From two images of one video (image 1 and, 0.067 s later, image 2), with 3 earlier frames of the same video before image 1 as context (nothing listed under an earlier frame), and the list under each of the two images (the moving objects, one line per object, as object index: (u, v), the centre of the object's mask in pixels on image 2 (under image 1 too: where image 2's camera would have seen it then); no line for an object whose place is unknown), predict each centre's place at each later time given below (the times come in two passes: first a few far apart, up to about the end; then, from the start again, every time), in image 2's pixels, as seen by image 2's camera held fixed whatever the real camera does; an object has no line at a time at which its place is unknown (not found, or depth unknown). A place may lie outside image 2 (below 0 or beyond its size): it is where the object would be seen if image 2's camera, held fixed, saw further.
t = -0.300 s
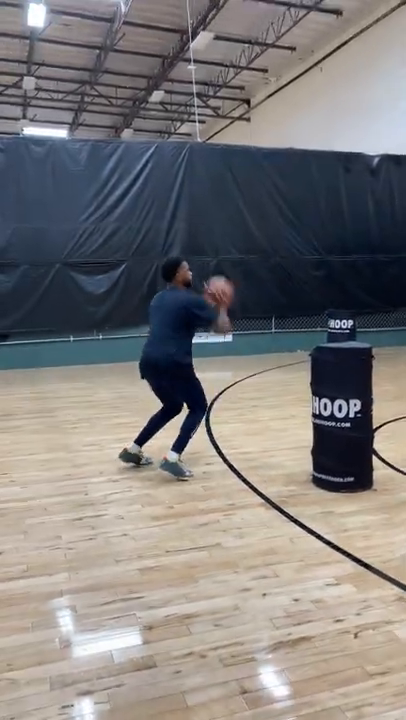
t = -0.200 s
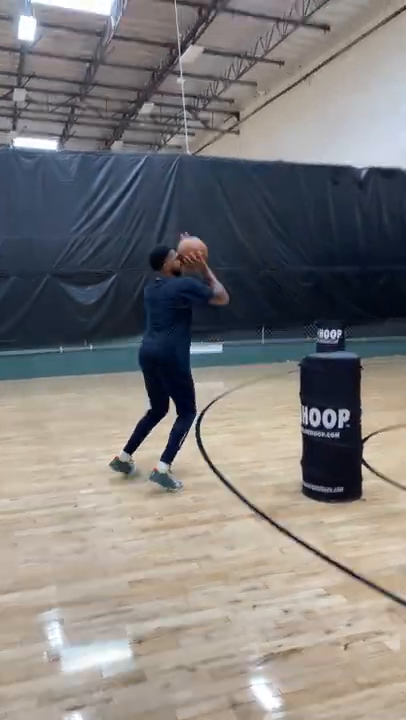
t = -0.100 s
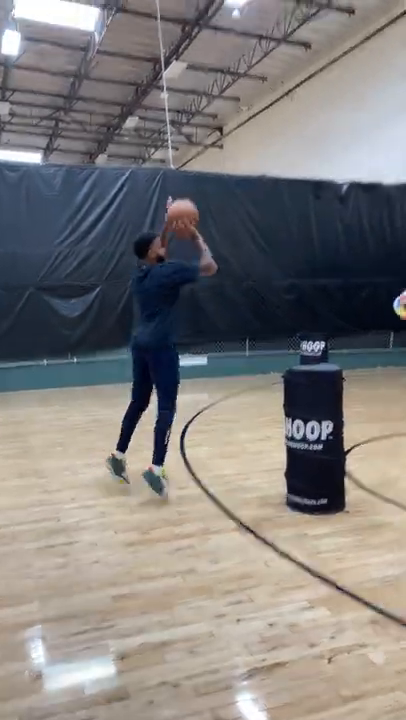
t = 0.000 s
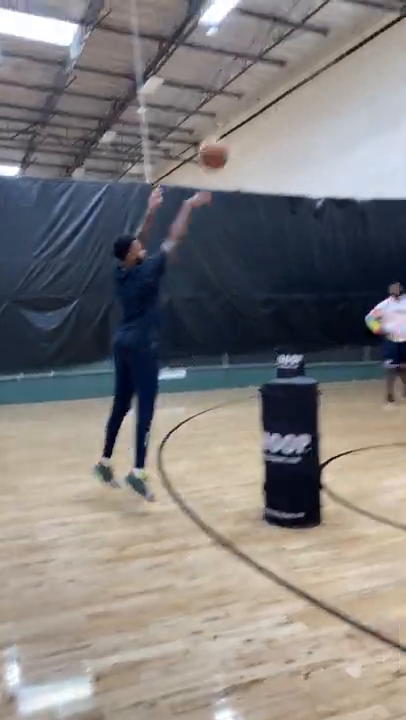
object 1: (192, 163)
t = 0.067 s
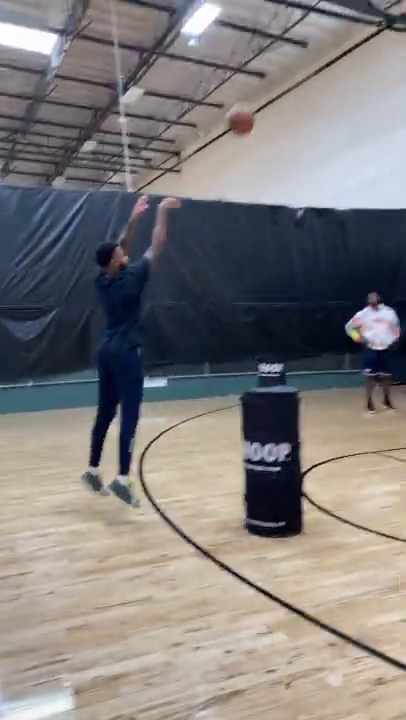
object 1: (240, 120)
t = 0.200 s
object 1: (327, 55)
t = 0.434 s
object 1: (459, 2)
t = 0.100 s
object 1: (262, 100)
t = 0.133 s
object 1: (284, 83)
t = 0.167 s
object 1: (306, 67)
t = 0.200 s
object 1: (327, 55)
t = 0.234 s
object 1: (346, 43)
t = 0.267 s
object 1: (368, 30)
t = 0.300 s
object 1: (386, 22)
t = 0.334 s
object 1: (405, 15)
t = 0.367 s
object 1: (423, 10)
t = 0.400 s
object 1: (441, 4)
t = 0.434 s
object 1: (459, 2)
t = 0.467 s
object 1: (477, -1)
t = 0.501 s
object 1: (494, -1)
